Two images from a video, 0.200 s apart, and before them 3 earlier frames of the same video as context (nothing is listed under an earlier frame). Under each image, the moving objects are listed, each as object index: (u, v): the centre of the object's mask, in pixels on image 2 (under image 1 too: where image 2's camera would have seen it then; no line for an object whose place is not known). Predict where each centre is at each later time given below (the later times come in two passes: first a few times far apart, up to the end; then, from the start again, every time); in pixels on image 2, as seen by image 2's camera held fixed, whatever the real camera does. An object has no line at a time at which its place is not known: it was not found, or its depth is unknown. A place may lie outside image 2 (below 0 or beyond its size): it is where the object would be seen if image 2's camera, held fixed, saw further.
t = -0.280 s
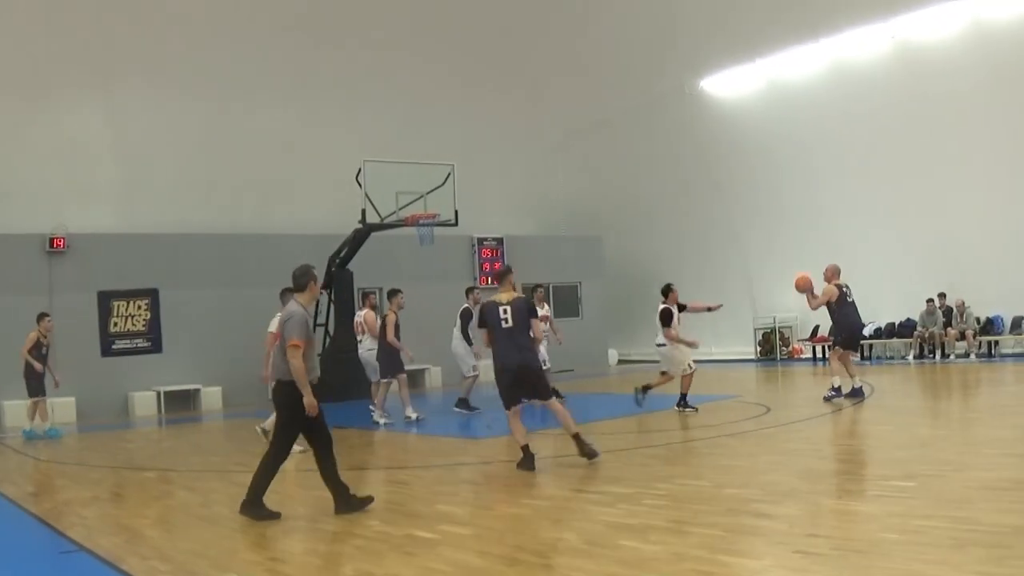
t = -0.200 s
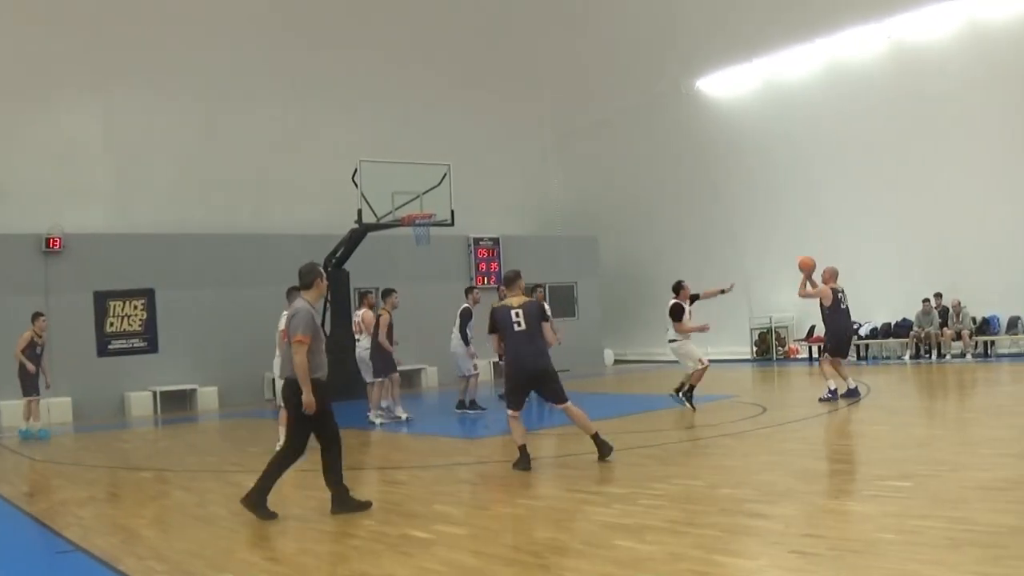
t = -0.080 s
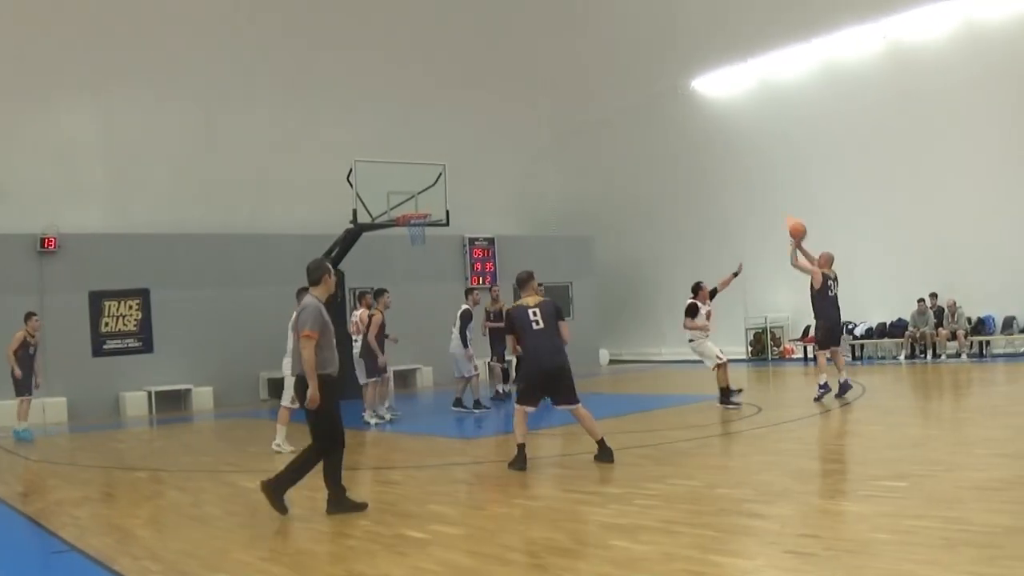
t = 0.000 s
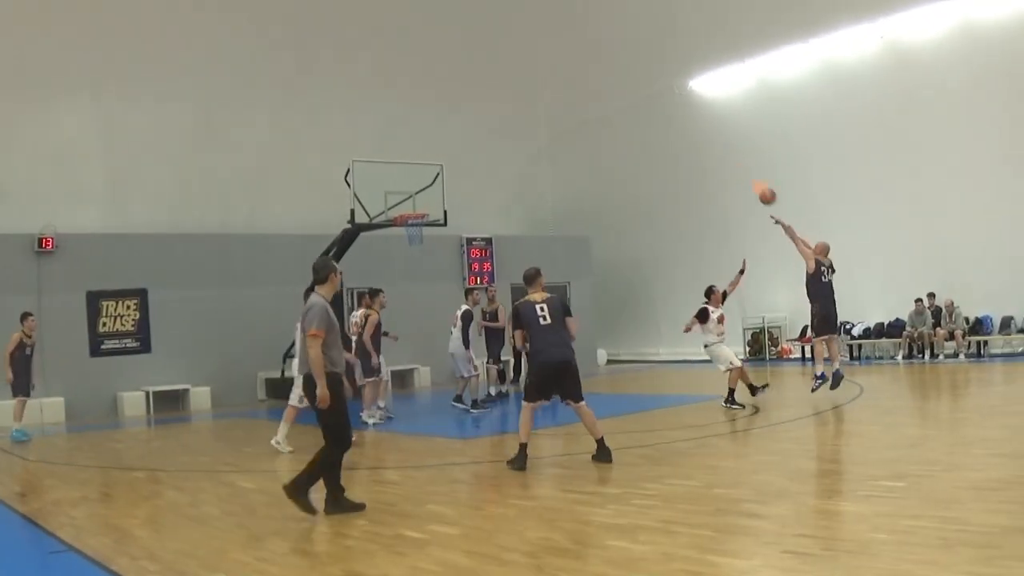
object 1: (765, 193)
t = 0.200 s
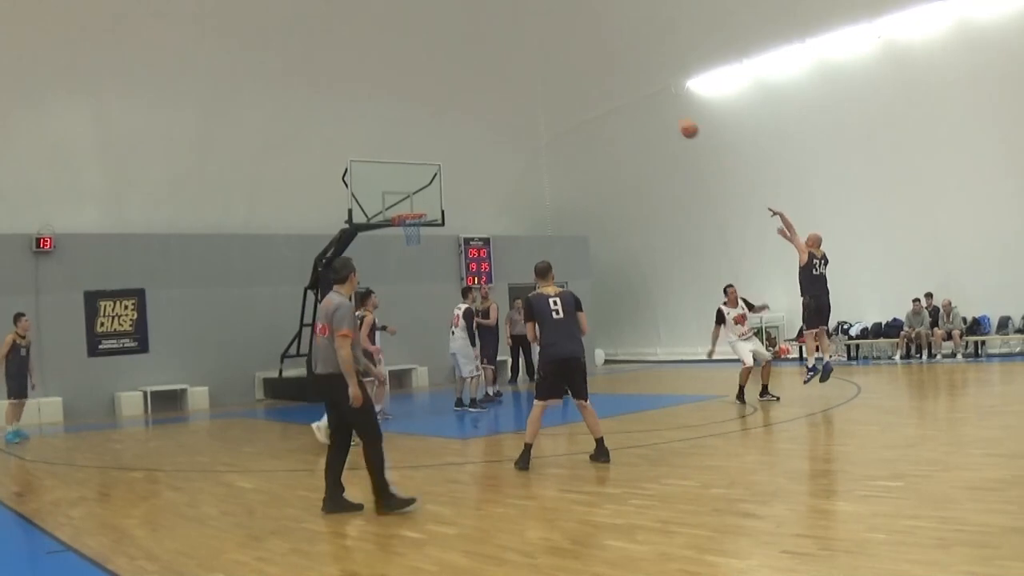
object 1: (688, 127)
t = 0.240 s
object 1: (674, 118)
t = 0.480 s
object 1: (592, 87)
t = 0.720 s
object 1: (525, 94)
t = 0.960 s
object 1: (463, 137)
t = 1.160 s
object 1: (417, 197)
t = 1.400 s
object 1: (426, 180)
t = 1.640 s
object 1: (453, 174)
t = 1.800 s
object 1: (473, 196)
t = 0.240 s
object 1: (674, 118)
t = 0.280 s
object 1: (660, 109)
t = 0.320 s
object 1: (645, 102)
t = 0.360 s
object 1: (633, 97)
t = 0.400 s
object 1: (619, 93)
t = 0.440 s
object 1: (606, 89)
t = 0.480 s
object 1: (592, 87)
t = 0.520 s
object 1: (582, 86)
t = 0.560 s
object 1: (570, 85)
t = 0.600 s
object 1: (559, 86)
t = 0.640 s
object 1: (546, 89)
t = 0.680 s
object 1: (535, 91)
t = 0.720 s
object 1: (525, 94)
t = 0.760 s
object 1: (513, 99)
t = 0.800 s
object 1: (503, 106)
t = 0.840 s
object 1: (493, 112)
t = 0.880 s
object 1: (482, 119)
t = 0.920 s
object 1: (473, 127)
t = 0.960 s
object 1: (463, 137)
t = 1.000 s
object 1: (453, 148)
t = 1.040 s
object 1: (443, 159)
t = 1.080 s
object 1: (434, 171)
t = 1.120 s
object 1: (425, 184)
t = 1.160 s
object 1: (417, 197)
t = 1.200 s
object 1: (409, 209)
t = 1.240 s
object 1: (412, 202)
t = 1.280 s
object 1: (415, 196)
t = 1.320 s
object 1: (419, 189)
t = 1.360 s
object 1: (422, 184)
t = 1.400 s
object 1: (426, 180)
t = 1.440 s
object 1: (431, 176)
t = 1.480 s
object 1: (435, 174)
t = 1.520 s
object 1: (439, 173)
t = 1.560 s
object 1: (443, 173)
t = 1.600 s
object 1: (449, 172)
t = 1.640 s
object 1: (453, 174)
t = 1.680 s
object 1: (458, 178)
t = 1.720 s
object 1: (463, 182)
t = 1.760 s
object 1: (468, 188)
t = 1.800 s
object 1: (473, 196)
